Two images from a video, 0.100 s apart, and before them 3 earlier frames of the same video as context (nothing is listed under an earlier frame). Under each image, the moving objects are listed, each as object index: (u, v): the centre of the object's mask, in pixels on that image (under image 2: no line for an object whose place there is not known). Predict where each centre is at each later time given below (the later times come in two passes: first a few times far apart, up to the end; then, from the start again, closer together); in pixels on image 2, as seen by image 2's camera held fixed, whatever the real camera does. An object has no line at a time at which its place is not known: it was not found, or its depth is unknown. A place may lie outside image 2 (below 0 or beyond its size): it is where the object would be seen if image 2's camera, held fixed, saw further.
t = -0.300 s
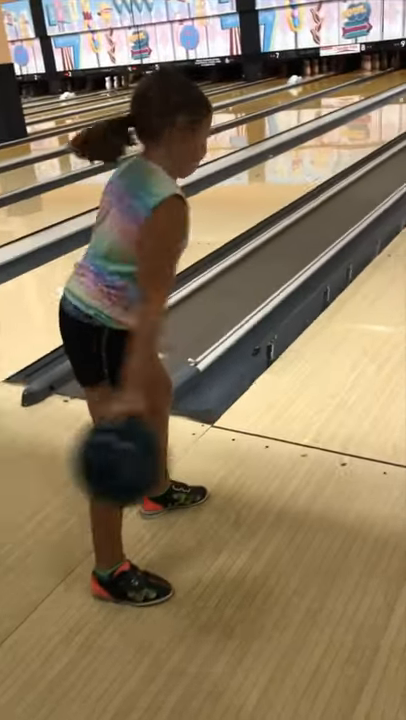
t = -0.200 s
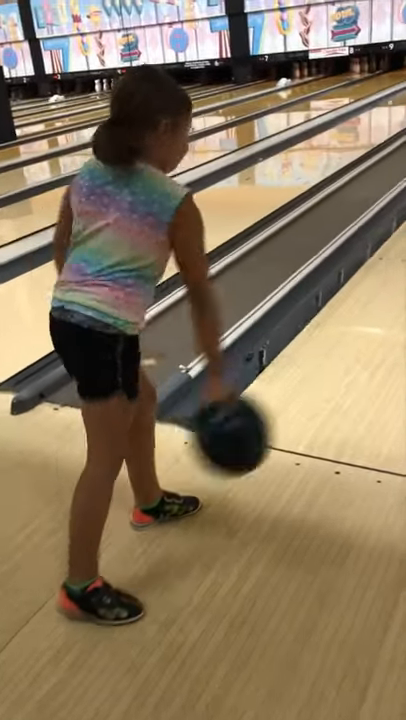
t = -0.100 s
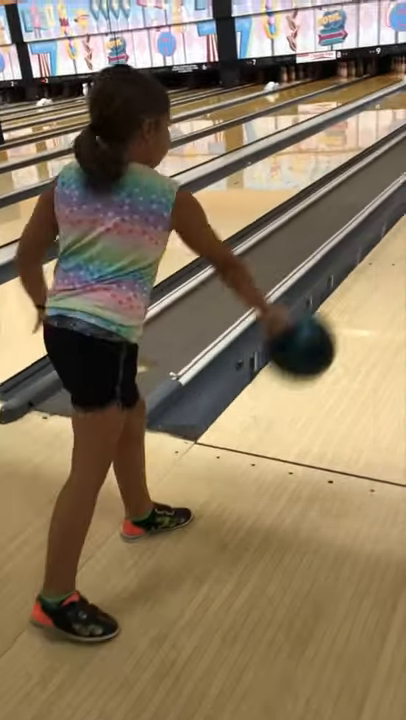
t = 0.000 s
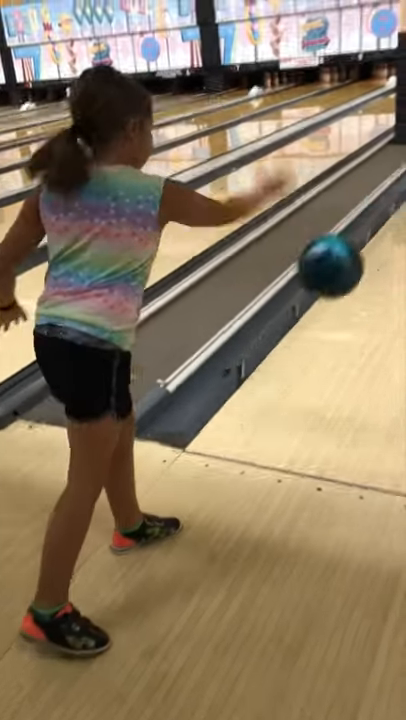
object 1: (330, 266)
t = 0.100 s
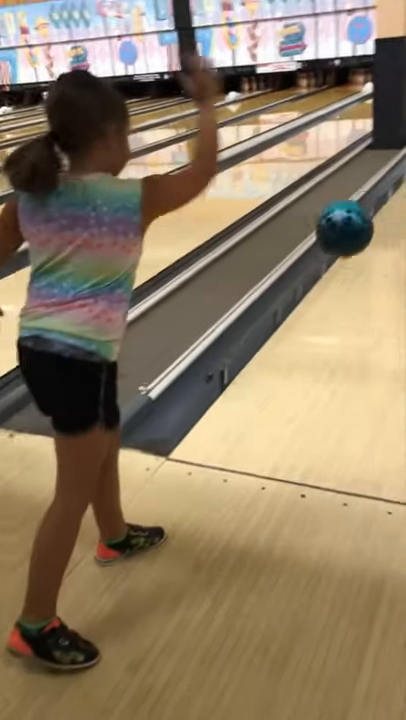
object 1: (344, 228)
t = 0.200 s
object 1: (369, 218)
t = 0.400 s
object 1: (401, 254)
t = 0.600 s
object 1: (424, 207)
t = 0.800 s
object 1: (440, 201)
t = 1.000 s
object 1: (453, 181)
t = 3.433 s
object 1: (502, 86)
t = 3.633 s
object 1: (503, 83)
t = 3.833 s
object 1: (504, 81)
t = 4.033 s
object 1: (503, 78)
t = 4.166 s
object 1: (499, 74)
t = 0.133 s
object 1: (353, 221)
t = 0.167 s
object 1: (361, 218)
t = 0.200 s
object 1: (369, 218)
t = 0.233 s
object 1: (376, 219)
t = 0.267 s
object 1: (382, 223)
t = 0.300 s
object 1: (387, 228)
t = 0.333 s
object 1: (392, 235)
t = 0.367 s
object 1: (397, 244)
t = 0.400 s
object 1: (401, 254)
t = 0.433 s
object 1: (405, 260)
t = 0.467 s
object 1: (409, 244)
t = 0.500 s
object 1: (413, 231)
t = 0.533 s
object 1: (417, 221)
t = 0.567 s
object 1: (421, 213)
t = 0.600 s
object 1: (424, 207)
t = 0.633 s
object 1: (427, 203)
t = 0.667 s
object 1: (430, 201)
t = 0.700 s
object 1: (433, 200)
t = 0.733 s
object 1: (436, 201)
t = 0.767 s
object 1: (438, 204)
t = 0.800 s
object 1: (440, 201)
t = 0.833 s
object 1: (443, 196)
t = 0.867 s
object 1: (445, 193)
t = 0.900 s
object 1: (447, 191)
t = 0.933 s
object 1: (449, 188)
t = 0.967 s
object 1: (451, 184)
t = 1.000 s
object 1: (453, 181)
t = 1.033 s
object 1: (455, 178)
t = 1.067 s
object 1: (456, 175)
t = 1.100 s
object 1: (458, 172)
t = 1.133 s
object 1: (459, 169)
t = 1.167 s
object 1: (461, 167)
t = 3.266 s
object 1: (501, 89)
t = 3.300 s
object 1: (501, 88)
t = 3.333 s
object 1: (502, 88)
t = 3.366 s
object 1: (502, 87)
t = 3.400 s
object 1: (502, 87)
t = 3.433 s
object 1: (502, 86)
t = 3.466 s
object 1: (502, 85)
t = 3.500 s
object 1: (502, 85)
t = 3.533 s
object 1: (503, 85)
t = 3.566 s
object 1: (503, 84)
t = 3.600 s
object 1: (503, 83)
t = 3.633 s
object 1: (503, 83)
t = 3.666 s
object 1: (503, 83)
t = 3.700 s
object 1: (503, 83)
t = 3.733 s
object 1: (503, 82)
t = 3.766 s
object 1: (503, 81)
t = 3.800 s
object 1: (504, 81)
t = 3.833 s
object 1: (504, 81)
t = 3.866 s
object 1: (503, 81)
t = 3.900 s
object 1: (503, 80)
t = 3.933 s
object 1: (504, 79)
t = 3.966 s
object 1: (503, 79)
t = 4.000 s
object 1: (503, 78)
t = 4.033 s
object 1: (503, 78)
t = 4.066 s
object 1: (503, 78)
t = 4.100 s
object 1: (503, 78)
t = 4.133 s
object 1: (501, 77)
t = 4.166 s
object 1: (499, 74)
